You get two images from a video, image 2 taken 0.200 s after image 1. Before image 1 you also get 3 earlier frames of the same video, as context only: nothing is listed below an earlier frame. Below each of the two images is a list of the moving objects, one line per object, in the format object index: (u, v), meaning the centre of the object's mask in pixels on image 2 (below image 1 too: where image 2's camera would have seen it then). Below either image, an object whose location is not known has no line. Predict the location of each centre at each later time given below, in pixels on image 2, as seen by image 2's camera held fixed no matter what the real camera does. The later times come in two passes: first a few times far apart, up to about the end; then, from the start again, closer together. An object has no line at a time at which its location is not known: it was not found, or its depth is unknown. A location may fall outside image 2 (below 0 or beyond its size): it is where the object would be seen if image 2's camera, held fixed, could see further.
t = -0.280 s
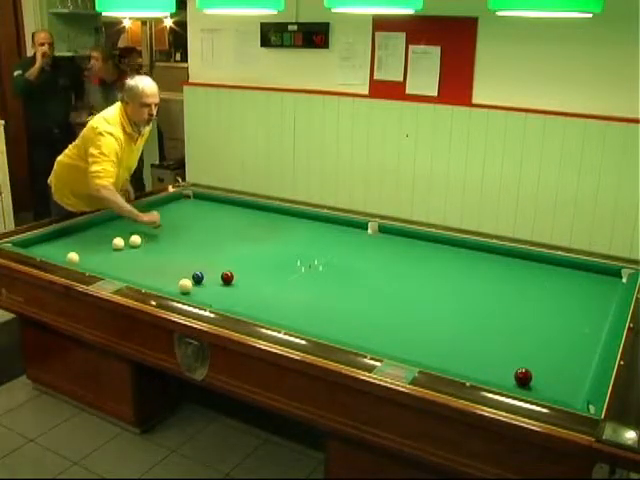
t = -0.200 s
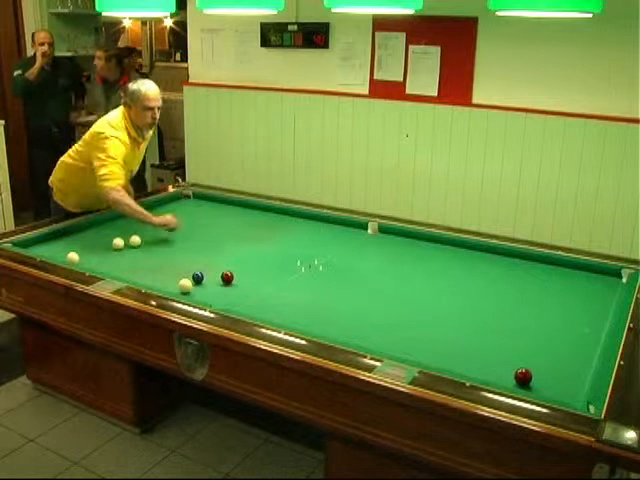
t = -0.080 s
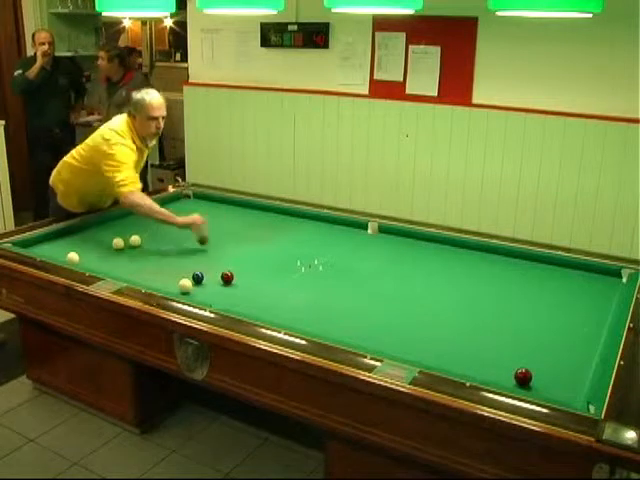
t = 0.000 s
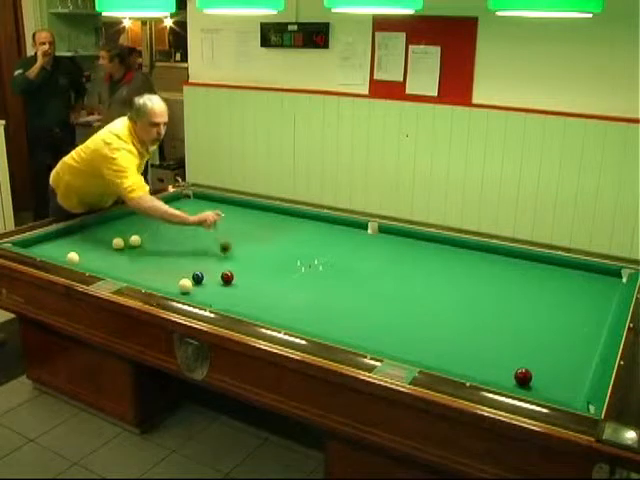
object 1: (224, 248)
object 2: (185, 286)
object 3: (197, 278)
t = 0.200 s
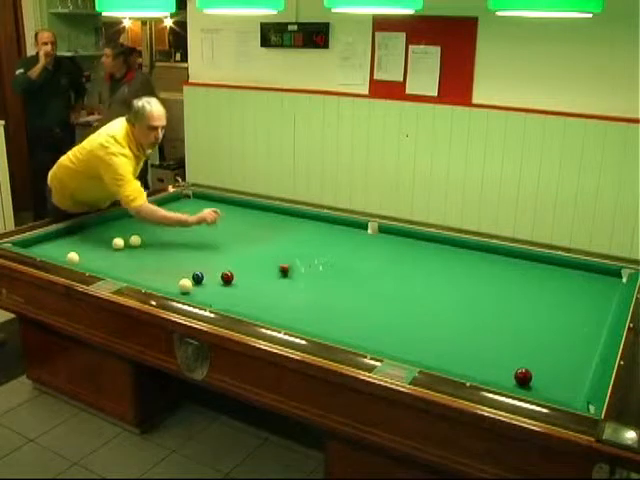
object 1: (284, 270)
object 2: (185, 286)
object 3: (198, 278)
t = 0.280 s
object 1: (308, 277)
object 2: (185, 286)
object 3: (197, 278)
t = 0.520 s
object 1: (381, 300)
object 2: (185, 286)
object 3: (197, 277)
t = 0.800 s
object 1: (474, 328)
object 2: (185, 286)
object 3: (197, 277)
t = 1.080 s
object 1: (583, 361)
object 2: (185, 286)
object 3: (197, 277)
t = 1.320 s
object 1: (526, 350)
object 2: (185, 286)
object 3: (198, 277)
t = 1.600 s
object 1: (457, 338)
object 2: (185, 286)
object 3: (198, 277)
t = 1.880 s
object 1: (393, 327)
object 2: (185, 286)
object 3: (197, 277)
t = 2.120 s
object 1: (343, 317)
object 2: (185, 286)
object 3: (197, 277)
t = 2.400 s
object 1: (287, 305)
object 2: (185, 286)
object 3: (197, 277)
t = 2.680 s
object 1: (237, 295)
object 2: (185, 286)
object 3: (197, 277)
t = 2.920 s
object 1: (199, 286)
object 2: (184, 286)
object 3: (197, 275)
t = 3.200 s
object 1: (193, 281)
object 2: (151, 282)
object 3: (199, 275)
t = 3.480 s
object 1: (182, 279)
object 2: (131, 277)
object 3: (200, 271)
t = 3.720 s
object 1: (174, 277)
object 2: (123, 273)
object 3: (202, 269)
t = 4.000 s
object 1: (166, 275)
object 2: (113, 267)
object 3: (204, 265)
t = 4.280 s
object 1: (158, 273)
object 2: (103, 263)
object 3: (205, 262)
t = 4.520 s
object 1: (152, 270)
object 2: (96, 260)
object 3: (206, 260)
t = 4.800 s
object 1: (147, 269)
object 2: (88, 254)
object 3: (208, 256)
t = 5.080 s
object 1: (142, 268)
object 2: (82, 250)
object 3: (209, 254)
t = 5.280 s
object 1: (138, 266)
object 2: (77, 246)
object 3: (209, 253)
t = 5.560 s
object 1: (135, 265)
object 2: (70, 242)
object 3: (209, 251)
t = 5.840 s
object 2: (65, 239)
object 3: (210, 250)
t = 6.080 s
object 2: (61, 237)
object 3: (210, 249)
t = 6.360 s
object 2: (59, 235)
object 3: (211, 248)
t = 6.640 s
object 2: (65, 235)
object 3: (211, 248)
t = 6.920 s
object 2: (69, 236)
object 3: (212, 248)
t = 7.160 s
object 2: (73, 236)
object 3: (212, 248)
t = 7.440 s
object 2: (76, 236)
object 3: (212, 248)
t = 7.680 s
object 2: (78, 236)
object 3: (212, 247)
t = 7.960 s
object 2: (82, 236)
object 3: (212, 248)
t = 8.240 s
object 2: (83, 236)
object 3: (212, 247)
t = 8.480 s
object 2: (84, 236)
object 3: (212, 247)
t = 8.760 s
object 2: (84, 236)
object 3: (212, 247)
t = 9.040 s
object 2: (84, 236)
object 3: (212, 247)
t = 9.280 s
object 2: (84, 236)
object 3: (212, 247)
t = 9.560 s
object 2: (84, 236)
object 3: (212, 247)
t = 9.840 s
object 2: (84, 236)
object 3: (212, 247)
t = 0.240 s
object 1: (296, 274)
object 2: (185, 286)
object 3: (197, 277)
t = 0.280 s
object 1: (308, 277)
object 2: (185, 286)
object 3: (197, 278)
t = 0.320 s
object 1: (321, 281)
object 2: (185, 286)
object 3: (197, 277)
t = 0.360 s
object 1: (333, 286)
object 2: (185, 286)
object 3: (197, 278)
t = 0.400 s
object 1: (345, 290)
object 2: (185, 286)
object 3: (198, 278)
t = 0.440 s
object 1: (357, 293)
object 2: (185, 286)
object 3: (197, 278)
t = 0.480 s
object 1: (369, 296)
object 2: (185, 286)
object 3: (197, 277)
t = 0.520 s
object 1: (381, 300)
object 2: (185, 286)
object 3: (197, 277)
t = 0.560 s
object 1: (393, 304)
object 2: (185, 286)
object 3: (197, 277)
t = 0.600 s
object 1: (406, 308)
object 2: (185, 286)
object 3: (197, 277)
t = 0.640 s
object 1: (420, 311)
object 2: (185, 286)
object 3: (197, 277)
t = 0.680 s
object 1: (432, 315)
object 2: (185, 286)
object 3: (197, 277)
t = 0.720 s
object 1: (445, 320)
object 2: (185, 286)
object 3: (197, 277)
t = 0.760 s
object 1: (460, 324)
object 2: (185, 286)
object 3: (197, 277)
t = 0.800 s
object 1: (474, 328)
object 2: (185, 286)
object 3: (197, 277)
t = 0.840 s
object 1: (488, 332)
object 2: (185, 286)
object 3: (197, 277)
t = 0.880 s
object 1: (503, 336)
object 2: (185, 286)
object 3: (197, 277)
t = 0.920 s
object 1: (519, 341)
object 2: (185, 286)
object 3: (197, 277)
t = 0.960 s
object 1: (534, 346)
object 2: (185, 286)
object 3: (197, 277)
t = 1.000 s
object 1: (550, 350)
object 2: (185, 286)
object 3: (197, 277)
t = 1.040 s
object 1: (567, 355)
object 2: (185, 286)
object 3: (197, 277)
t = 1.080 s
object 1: (583, 361)
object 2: (185, 286)
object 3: (197, 277)
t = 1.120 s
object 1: (586, 362)
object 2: (185, 286)
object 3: (197, 277)
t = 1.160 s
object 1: (573, 360)
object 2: (185, 286)
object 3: (197, 277)
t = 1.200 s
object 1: (560, 356)
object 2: (185, 286)
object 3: (197, 277)
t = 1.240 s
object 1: (548, 354)
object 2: (185, 286)
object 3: (197, 277)
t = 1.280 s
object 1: (536, 352)
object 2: (185, 286)
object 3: (198, 277)
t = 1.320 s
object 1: (526, 350)
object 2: (185, 286)
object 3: (198, 277)
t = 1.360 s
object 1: (515, 348)
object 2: (185, 286)
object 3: (197, 277)
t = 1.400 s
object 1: (505, 346)
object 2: (185, 286)
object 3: (197, 277)
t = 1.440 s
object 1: (495, 345)
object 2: (185, 286)
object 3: (198, 277)
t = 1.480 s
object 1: (486, 343)
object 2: (185, 286)
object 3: (197, 277)
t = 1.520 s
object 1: (476, 341)
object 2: (185, 286)
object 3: (198, 277)
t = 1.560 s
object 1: (466, 339)
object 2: (185, 286)
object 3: (198, 277)
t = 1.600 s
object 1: (457, 338)
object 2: (185, 286)
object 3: (198, 277)
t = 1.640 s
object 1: (447, 336)
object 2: (185, 286)
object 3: (197, 277)
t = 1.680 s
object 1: (438, 334)
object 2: (185, 286)
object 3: (198, 277)
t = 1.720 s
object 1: (429, 332)
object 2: (185, 286)
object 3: (198, 277)
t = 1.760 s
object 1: (420, 331)
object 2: (185, 286)
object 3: (197, 277)
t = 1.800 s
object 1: (411, 329)
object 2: (185, 286)
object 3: (197, 277)
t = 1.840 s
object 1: (402, 328)
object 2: (185, 286)
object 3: (197, 277)
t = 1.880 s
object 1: (393, 327)
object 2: (185, 286)
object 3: (197, 277)
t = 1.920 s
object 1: (385, 326)
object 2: (185, 286)
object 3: (197, 277)
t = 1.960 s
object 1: (376, 323)
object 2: (185, 286)
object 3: (197, 277)
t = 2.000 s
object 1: (368, 321)
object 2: (185, 286)
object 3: (197, 277)
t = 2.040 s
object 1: (359, 319)
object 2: (185, 286)
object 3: (198, 277)
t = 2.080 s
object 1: (350, 318)
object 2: (185, 286)
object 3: (197, 277)
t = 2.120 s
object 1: (343, 317)
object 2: (185, 286)
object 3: (197, 277)
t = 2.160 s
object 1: (334, 315)
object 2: (185, 286)
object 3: (197, 277)
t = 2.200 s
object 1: (327, 313)
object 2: (185, 286)
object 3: (197, 277)
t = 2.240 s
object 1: (318, 311)
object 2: (185, 286)
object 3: (197, 277)
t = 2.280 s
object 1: (310, 310)
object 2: (185, 286)
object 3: (197, 277)
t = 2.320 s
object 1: (303, 308)
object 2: (185, 286)
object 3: (197, 277)
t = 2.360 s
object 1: (295, 307)
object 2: (185, 286)
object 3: (197, 277)
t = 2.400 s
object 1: (287, 305)
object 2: (185, 286)
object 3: (197, 277)
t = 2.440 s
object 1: (280, 304)
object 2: (185, 286)
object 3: (197, 277)
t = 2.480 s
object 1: (272, 302)
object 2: (185, 286)
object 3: (197, 277)
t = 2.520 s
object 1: (265, 301)
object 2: (185, 286)
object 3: (197, 277)
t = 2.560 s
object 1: (259, 300)
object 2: (185, 286)
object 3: (197, 277)
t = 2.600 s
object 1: (251, 298)
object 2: (185, 286)
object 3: (197, 277)
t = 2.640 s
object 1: (244, 297)
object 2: (185, 286)
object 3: (197, 277)
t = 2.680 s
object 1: (237, 295)
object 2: (185, 286)
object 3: (197, 277)
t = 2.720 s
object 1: (230, 294)
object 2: (185, 286)
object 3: (197, 277)
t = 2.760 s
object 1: (224, 293)
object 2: (185, 286)
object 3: (197, 277)
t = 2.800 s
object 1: (217, 292)
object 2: (185, 286)
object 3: (197, 277)
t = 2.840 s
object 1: (211, 290)
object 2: (185, 286)
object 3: (197, 277)
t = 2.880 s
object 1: (205, 288)
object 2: (184, 286)
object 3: (197, 277)
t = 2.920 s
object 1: (199, 286)
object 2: (184, 286)
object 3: (197, 275)
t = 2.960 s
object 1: (198, 286)
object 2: (179, 285)
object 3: (197, 275)
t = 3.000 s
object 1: (198, 285)
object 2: (174, 285)
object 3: (197, 275)
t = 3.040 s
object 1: (197, 284)
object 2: (169, 284)
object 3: (198, 275)
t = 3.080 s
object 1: (196, 284)
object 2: (165, 283)
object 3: (197, 275)
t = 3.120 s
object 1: (195, 282)
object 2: (160, 282)
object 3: (198, 274)
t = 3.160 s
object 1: (194, 282)
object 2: (156, 282)
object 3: (199, 275)
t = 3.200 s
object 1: (193, 281)
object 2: (151, 282)
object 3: (199, 275)
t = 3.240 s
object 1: (190, 281)
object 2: (147, 282)
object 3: (199, 273)
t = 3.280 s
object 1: (188, 281)
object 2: (142, 280)
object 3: (199, 273)
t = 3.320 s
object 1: (187, 280)
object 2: (139, 280)
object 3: (199, 273)
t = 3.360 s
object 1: (186, 280)
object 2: (136, 279)
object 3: (199, 273)
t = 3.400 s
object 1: (184, 280)
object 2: (134, 278)
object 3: (200, 273)
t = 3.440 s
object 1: (183, 279)
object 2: (133, 277)
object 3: (200, 272)
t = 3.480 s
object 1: (182, 279)
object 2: (131, 277)
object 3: (200, 271)
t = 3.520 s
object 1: (180, 278)
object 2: (130, 276)
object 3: (200, 272)
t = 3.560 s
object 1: (179, 278)
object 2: (129, 276)
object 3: (201, 270)
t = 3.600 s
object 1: (178, 278)
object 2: (126, 274)
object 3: (201, 270)
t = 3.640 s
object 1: (176, 278)
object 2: (124, 274)
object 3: (201, 269)
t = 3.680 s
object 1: (175, 277)
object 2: (123, 273)
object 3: (202, 269)
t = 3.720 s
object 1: (174, 277)
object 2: (123, 273)
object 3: (202, 269)
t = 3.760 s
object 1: (173, 276)
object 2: (120, 272)
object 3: (202, 268)
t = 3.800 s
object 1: (172, 276)
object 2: (120, 272)
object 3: (202, 268)
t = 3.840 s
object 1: (170, 276)
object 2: (118, 270)
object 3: (203, 267)
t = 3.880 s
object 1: (169, 275)
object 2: (116, 269)
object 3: (203, 266)
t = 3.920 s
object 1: (168, 275)
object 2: (116, 269)
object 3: (203, 266)
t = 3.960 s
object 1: (167, 275)
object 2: (113, 267)
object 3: (204, 265)
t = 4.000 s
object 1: (166, 275)
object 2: (113, 267)
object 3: (204, 265)
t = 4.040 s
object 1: (164, 274)
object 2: (110, 266)
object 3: (204, 264)
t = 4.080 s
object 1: (163, 274)
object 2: (109, 266)
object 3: (204, 264)
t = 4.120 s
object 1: (162, 273)
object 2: (108, 265)
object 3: (205, 263)
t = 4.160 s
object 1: (161, 273)
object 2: (108, 265)
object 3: (205, 263)
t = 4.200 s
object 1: (160, 273)
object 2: (105, 264)
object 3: (205, 263)
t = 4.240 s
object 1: (159, 273)
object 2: (104, 263)
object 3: (205, 262)
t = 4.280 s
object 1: (158, 273)
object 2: (103, 263)
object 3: (205, 262)
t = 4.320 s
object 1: (157, 272)
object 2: (101, 262)
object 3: (205, 261)
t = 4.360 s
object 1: (156, 272)
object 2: (100, 262)
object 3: (206, 261)
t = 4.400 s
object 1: (155, 271)
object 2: (99, 261)
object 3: (206, 261)
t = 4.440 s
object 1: (154, 271)
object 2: (99, 261)
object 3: (206, 261)
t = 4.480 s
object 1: (153, 271)
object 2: (96, 260)
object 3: (206, 260)
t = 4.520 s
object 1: (152, 270)
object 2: (96, 260)
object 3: (206, 260)
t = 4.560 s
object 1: (151, 270)
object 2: (95, 258)
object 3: (207, 258)
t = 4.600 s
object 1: (151, 270)
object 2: (95, 258)
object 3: (207, 258)
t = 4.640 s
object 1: (150, 270)
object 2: (92, 257)
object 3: (207, 258)
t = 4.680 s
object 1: (149, 269)
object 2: (91, 256)
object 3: (208, 258)
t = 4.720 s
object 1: (148, 269)
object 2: (89, 255)
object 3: (208, 258)
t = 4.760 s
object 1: (147, 269)
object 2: (88, 255)
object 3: (208, 258)
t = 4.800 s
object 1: (147, 269)
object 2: (88, 254)
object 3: (208, 256)
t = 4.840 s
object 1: (146, 269)
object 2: (87, 254)
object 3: (208, 256)
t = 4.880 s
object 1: (145, 269)
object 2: (86, 253)
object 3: (208, 256)
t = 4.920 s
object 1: (145, 268)
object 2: (85, 252)
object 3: (208, 256)
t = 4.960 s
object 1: (144, 268)
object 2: (84, 252)
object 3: (208, 255)
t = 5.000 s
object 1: (143, 268)
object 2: (84, 252)
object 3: (208, 255)
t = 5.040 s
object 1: (142, 268)
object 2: (82, 250)
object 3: (208, 255)
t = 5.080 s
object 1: (142, 268)
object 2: (82, 250)
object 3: (209, 254)
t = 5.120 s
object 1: (141, 267)
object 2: (81, 249)
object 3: (209, 254)
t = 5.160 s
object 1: (141, 267)
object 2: (80, 249)
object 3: (209, 254)
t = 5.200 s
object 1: (140, 267)
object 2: (78, 248)
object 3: (209, 253)
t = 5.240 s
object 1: (139, 267)
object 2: (77, 246)
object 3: (209, 253)
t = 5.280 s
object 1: (138, 266)
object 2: (77, 246)
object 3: (209, 253)
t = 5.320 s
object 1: (137, 266)
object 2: (75, 245)
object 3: (209, 253)
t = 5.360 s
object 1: (137, 266)
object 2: (74, 245)
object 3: (209, 252)
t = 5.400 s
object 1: (136, 266)
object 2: (73, 245)
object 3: (209, 252)
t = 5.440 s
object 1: (136, 266)
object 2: (72, 244)
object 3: (209, 252)
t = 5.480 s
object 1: (136, 265)
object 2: (71, 243)
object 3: (209, 251)
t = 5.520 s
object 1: (135, 265)
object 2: (71, 243)
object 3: (209, 252)
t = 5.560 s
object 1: (135, 265)
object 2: (70, 242)
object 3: (209, 251)
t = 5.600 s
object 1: (134, 265)
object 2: (70, 242)
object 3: (209, 251)
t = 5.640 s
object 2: (69, 241)
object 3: (209, 250)
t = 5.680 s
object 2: (69, 241)
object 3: (209, 250)
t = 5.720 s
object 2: (67, 241)
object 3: (209, 250)
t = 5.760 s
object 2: (67, 240)
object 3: (209, 250)
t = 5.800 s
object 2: (66, 240)
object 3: (210, 250)
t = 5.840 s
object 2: (65, 239)
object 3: (210, 250)
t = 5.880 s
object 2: (64, 238)
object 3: (210, 249)
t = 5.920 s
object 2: (63, 238)
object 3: (210, 249)
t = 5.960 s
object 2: (62, 238)
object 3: (210, 249)
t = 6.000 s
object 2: (62, 238)
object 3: (210, 249)
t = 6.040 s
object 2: (62, 237)
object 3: (210, 249)
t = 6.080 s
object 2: (61, 237)
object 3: (210, 249)
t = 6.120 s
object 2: (60, 236)
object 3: (210, 249)
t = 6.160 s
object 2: (59, 236)
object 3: (210, 249)
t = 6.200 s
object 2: (59, 235)
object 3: (210, 248)
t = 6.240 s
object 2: (58, 235)
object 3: (210, 248)
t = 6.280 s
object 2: (58, 235)
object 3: (210, 248)
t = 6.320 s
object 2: (59, 235)
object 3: (210, 248)
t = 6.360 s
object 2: (59, 235)
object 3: (211, 248)
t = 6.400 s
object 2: (60, 235)
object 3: (211, 248)
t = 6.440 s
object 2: (61, 235)
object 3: (211, 248)
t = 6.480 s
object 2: (61, 235)
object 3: (211, 248)
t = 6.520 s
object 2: (63, 235)
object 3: (211, 248)
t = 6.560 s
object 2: (64, 235)
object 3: (211, 248)
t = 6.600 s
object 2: (64, 235)
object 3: (211, 248)
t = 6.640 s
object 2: (65, 235)
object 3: (211, 248)
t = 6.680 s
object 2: (66, 235)
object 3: (211, 248)
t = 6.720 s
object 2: (66, 235)
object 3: (212, 248)
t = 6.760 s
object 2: (67, 236)
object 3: (211, 248)
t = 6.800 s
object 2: (68, 235)
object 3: (212, 248)
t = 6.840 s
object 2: (68, 235)
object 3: (212, 248)
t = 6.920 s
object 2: (69, 236)
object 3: (212, 248)
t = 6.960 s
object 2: (69, 236)
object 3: (212, 248)
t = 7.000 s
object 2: (71, 236)
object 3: (212, 248)
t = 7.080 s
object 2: (72, 236)
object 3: (212, 248)
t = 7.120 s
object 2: (72, 236)
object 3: (212, 248)
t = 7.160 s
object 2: (73, 236)
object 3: (212, 248)
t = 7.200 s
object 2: (74, 236)
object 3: (212, 248)
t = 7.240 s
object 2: (74, 236)
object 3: (212, 248)
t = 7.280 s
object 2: (75, 236)
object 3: (212, 248)
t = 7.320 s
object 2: (75, 236)
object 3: (212, 248)
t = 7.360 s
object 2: (75, 236)
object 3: (212, 248)
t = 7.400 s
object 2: (76, 236)
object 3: (212, 248)
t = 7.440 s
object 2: (76, 236)
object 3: (212, 248)
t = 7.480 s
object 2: (77, 236)
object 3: (212, 247)
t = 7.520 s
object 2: (77, 236)
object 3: (212, 247)
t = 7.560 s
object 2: (77, 236)
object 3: (212, 247)
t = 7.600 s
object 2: (78, 236)
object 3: (212, 247)
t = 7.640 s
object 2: (78, 236)
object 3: (212, 247)
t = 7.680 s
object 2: (78, 236)
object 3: (212, 247)
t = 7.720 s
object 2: (79, 236)
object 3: (212, 247)
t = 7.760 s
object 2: (79, 236)
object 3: (212, 247)
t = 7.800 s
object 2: (80, 236)
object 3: (212, 248)
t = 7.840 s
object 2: (80, 236)
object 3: (212, 247)
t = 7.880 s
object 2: (80, 236)
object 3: (212, 247)
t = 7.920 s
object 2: (81, 236)
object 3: (212, 247)
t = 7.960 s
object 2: (82, 236)
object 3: (212, 248)
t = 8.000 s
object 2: (82, 236)
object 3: (212, 248)
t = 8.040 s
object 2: (82, 236)
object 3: (212, 248)
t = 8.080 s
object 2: (82, 236)
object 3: (212, 248)
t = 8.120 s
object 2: (82, 236)
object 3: (212, 247)
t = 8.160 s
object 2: (82, 236)
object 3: (212, 247)
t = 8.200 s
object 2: (83, 236)
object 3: (212, 247)
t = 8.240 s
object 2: (83, 236)
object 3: (212, 247)
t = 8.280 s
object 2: (83, 236)
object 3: (212, 247)
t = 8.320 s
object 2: (83, 236)
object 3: (212, 247)
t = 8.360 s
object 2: (84, 236)
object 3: (212, 247)
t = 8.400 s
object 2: (84, 236)
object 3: (212, 247)
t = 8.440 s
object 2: (84, 236)
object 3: (212, 247)
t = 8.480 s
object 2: (84, 236)
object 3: (212, 247)
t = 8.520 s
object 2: (84, 236)
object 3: (212, 247)
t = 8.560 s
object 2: (84, 236)
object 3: (212, 247)
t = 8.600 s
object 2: (84, 236)
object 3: (212, 247)
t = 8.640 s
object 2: (84, 236)
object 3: (212, 247)
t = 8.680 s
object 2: (84, 236)
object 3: (212, 247)
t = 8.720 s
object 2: (84, 236)
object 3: (212, 247)
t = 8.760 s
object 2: (84, 236)
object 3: (212, 247)
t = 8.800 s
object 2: (84, 236)
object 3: (212, 247)
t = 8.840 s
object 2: (84, 236)
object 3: (212, 247)
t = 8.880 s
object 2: (84, 236)
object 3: (212, 247)
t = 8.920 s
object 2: (84, 236)
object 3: (212, 247)
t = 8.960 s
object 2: (84, 236)
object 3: (212, 247)
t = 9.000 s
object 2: (84, 236)
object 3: (212, 247)
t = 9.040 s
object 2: (84, 236)
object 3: (212, 247)
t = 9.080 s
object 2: (84, 236)
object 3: (212, 247)
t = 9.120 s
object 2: (84, 236)
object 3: (212, 247)
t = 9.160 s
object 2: (84, 236)
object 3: (212, 247)
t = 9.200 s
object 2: (84, 236)
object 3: (212, 247)
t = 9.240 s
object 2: (84, 236)
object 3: (212, 247)
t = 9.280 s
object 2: (84, 236)
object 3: (212, 247)
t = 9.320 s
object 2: (84, 236)
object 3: (212, 247)
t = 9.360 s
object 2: (84, 236)
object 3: (212, 247)
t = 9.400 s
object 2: (84, 236)
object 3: (212, 247)
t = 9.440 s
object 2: (84, 236)
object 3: (212, 247)
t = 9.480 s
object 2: (84, 236)
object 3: (212, 247)
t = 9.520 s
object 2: (84, 236)
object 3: (212, 247)
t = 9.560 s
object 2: (84, 236)
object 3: (212, 247)
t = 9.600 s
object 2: (84, 236)
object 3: (212, 247)
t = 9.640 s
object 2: (84, 236)
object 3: (212, 247)
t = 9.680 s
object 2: (84, 236)
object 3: (212, 247)
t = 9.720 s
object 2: (84, 236)
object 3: (212, 247)
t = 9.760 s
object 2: (84, 236)
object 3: (212, 247)
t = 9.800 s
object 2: (84, 236)
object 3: (212, 247)
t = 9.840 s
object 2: (84, 236)
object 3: (212, 247)
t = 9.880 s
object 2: (84, 236)
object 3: (212, 247)
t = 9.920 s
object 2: (84, 236)
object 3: (212, 247)
